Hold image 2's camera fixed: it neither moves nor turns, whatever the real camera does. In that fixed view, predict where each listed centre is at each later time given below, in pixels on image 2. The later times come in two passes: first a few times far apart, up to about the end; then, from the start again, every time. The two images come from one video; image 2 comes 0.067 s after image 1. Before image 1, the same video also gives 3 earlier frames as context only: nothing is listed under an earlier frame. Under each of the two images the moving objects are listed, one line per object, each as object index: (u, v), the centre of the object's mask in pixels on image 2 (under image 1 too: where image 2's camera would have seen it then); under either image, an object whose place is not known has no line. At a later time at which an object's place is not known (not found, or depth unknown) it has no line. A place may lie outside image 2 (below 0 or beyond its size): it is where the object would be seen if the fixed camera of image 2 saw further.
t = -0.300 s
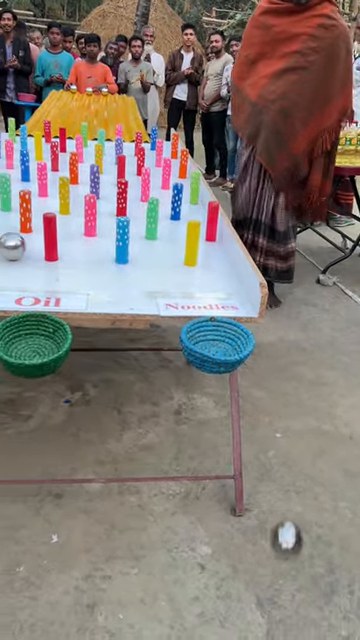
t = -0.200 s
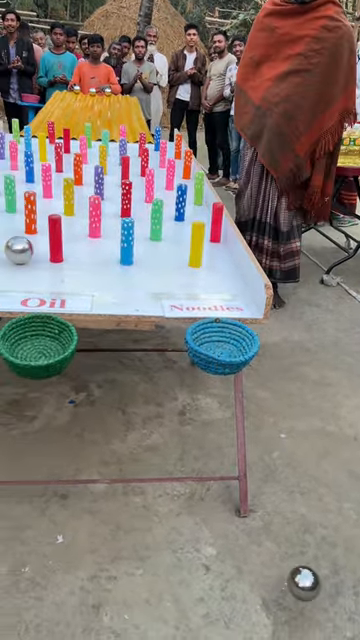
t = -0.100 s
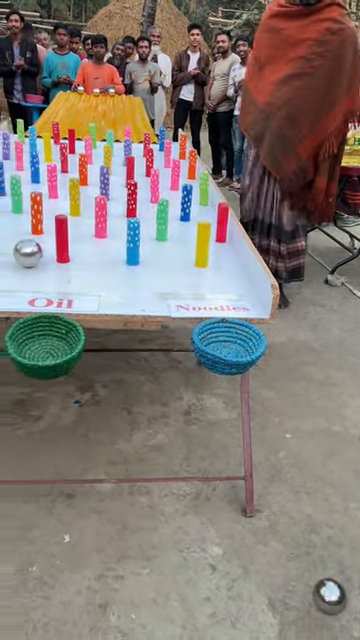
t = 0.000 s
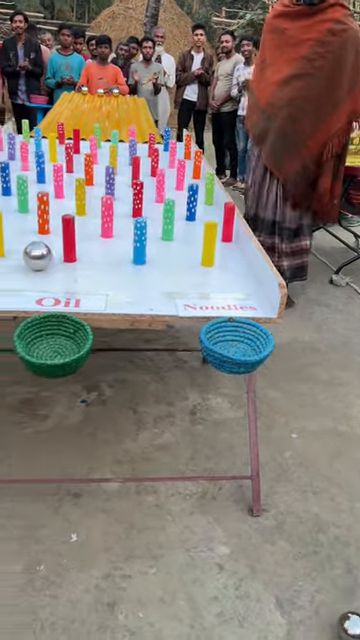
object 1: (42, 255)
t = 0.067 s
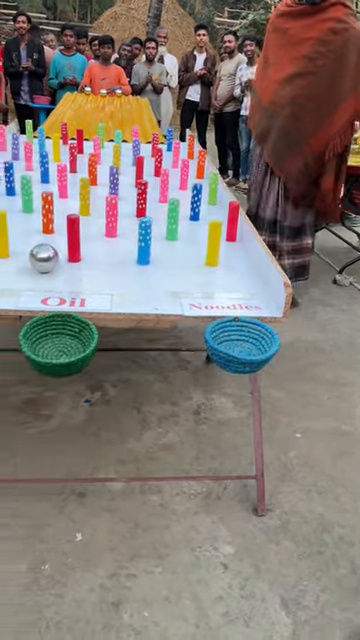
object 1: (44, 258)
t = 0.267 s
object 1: (48, 267)
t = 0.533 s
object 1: (55, 283)
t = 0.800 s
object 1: (64, 322)
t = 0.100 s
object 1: (45, 259)
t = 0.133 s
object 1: (45, 261)
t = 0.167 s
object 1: (46, 262)
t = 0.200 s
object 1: (47, 264)
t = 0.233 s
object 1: (48, 265)
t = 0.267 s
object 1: (48, 267)
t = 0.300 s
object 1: (49, 268)
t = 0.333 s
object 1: (50, 270)
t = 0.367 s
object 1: (51, 272)
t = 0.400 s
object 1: (52, 274)
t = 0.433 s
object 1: (53, 275)
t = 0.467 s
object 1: (53, 278)
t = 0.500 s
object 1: (54, 281)
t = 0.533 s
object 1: (55, 283)
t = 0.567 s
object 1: (56, 284)
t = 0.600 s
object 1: (57, 288)
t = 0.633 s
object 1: (58, 291)
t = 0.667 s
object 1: (58, 294)
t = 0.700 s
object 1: (59, 297)
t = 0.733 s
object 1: (61, 302)
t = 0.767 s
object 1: (62, 309)
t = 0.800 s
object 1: (64, 322)
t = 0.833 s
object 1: (63, 342)
